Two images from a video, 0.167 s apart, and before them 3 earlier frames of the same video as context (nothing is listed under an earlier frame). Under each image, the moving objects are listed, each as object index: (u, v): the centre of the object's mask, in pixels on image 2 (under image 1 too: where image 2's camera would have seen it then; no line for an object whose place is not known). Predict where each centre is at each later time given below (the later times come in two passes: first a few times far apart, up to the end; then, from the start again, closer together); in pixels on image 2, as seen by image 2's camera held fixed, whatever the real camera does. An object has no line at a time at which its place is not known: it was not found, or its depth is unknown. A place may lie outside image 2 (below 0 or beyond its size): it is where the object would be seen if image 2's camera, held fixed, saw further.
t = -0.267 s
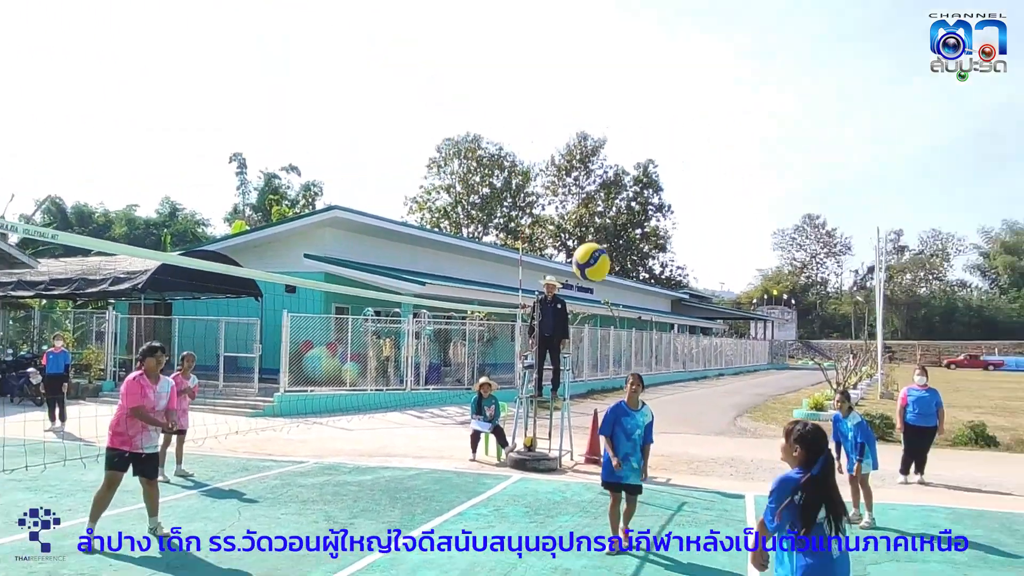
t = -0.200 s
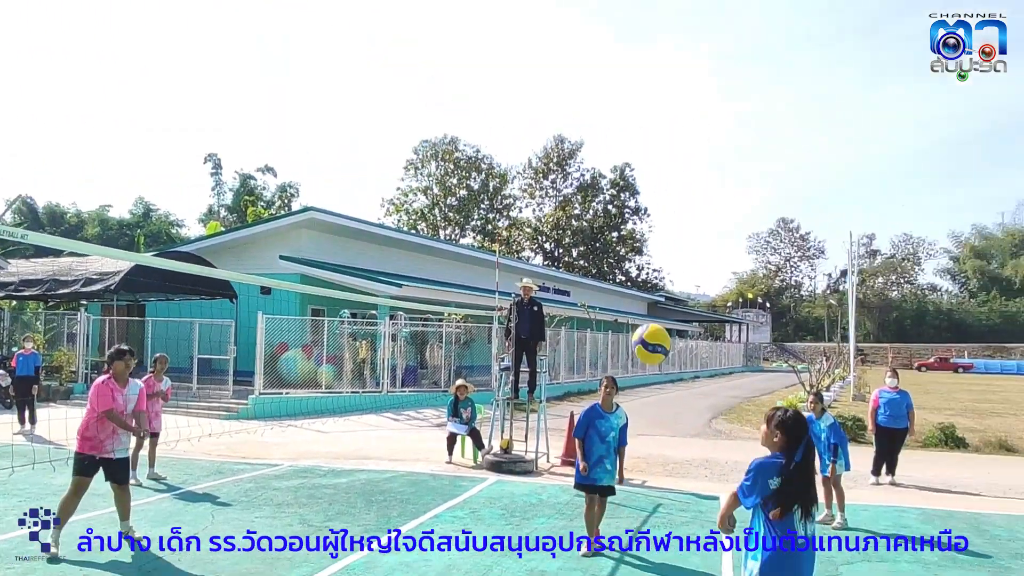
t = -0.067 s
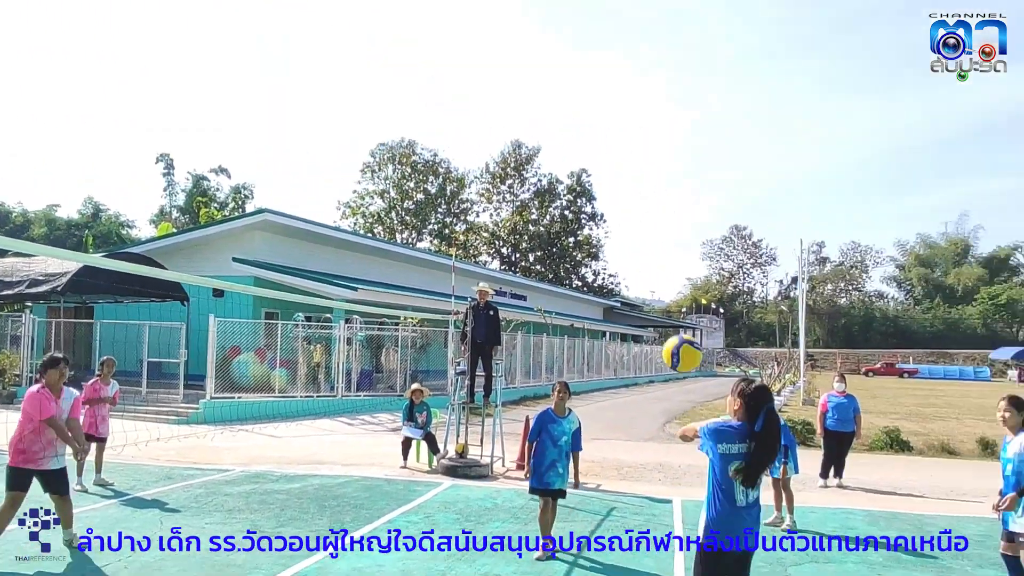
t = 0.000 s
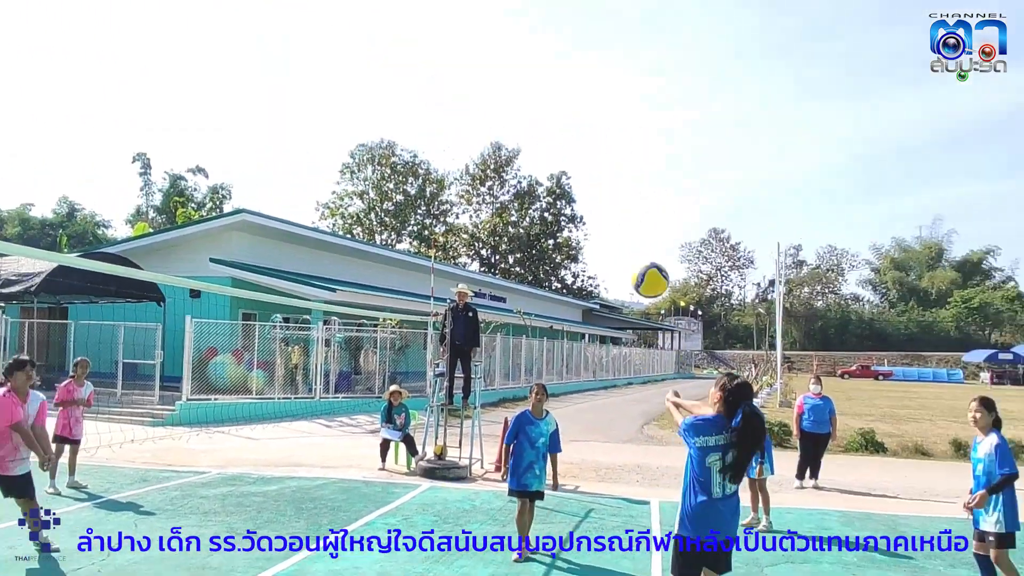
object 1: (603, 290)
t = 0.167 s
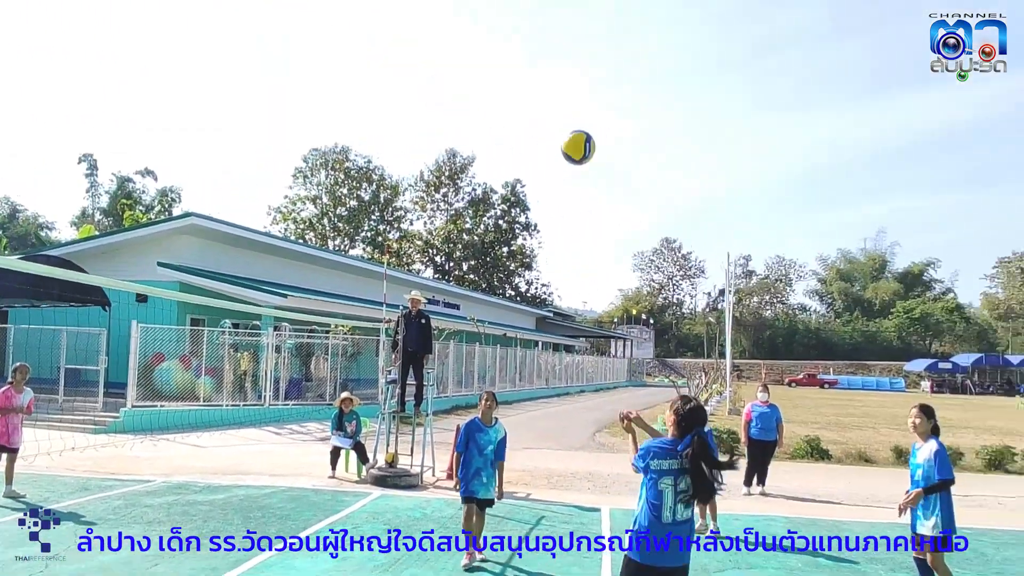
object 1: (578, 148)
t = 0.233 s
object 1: (569, 108)
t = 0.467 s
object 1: (538, 30)
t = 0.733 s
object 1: (508, 42)
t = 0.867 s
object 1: (493, 83)
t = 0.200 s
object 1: (574, 126)
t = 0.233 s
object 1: (569, 108)
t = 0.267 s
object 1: (564, 91)
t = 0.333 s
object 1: (555, 63)
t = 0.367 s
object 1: (550, 52)
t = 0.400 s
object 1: (546, 43)
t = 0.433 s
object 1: (542, 36)
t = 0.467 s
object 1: (538, 30)
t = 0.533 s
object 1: (530, 23)
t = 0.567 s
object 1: (526, 23)
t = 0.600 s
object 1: (523, 24)
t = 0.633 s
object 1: (519, 26)
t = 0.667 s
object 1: (516, 30)
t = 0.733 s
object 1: (508, 42)
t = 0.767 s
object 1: (504, 51)
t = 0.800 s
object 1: (501, 60)
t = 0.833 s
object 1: (497, 71)
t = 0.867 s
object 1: (493, 83)
